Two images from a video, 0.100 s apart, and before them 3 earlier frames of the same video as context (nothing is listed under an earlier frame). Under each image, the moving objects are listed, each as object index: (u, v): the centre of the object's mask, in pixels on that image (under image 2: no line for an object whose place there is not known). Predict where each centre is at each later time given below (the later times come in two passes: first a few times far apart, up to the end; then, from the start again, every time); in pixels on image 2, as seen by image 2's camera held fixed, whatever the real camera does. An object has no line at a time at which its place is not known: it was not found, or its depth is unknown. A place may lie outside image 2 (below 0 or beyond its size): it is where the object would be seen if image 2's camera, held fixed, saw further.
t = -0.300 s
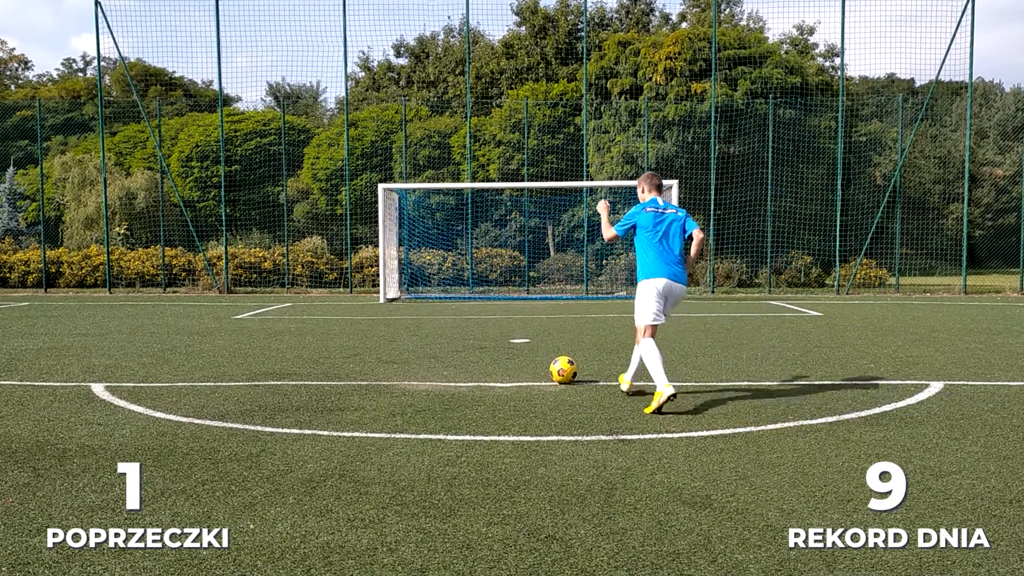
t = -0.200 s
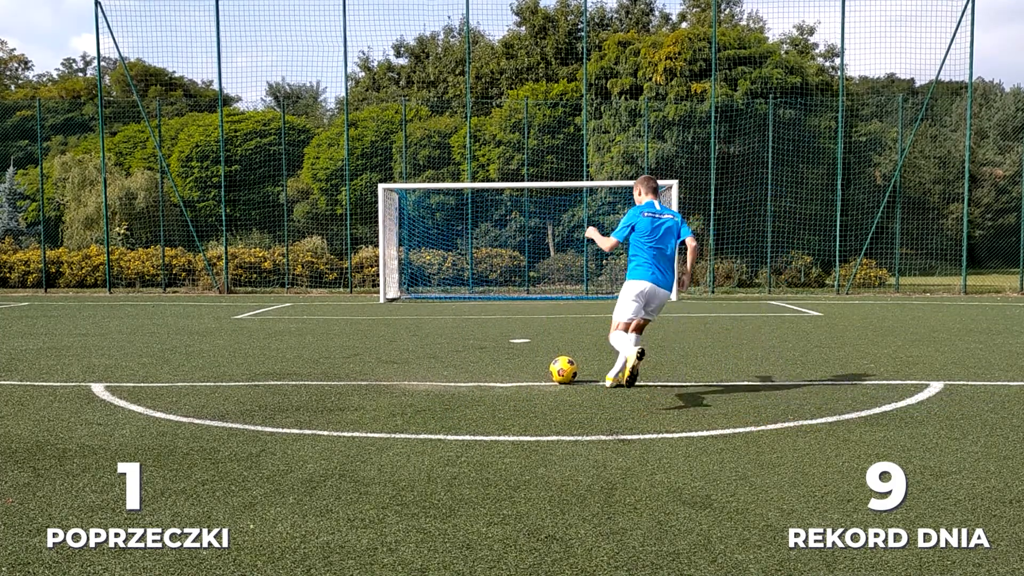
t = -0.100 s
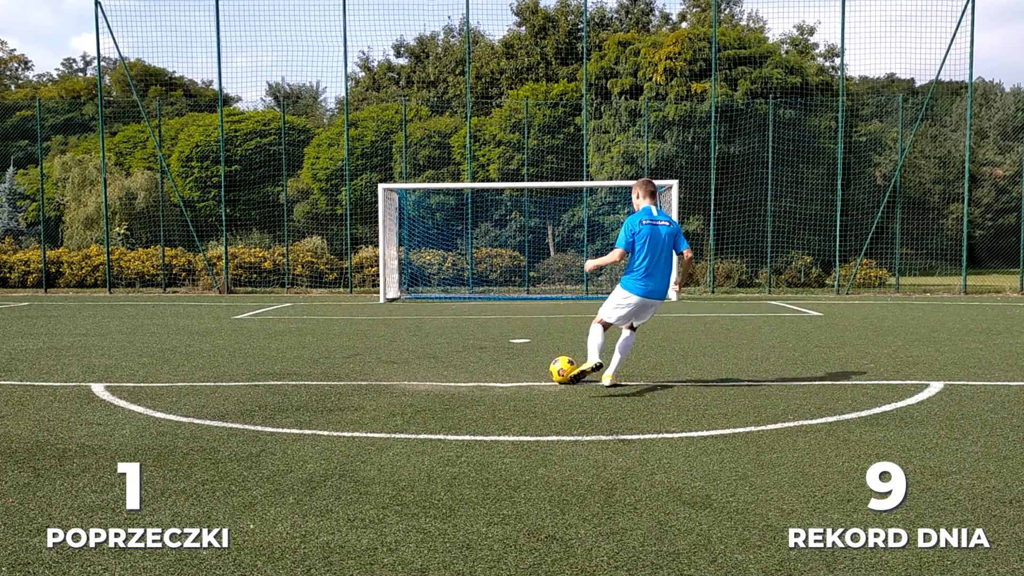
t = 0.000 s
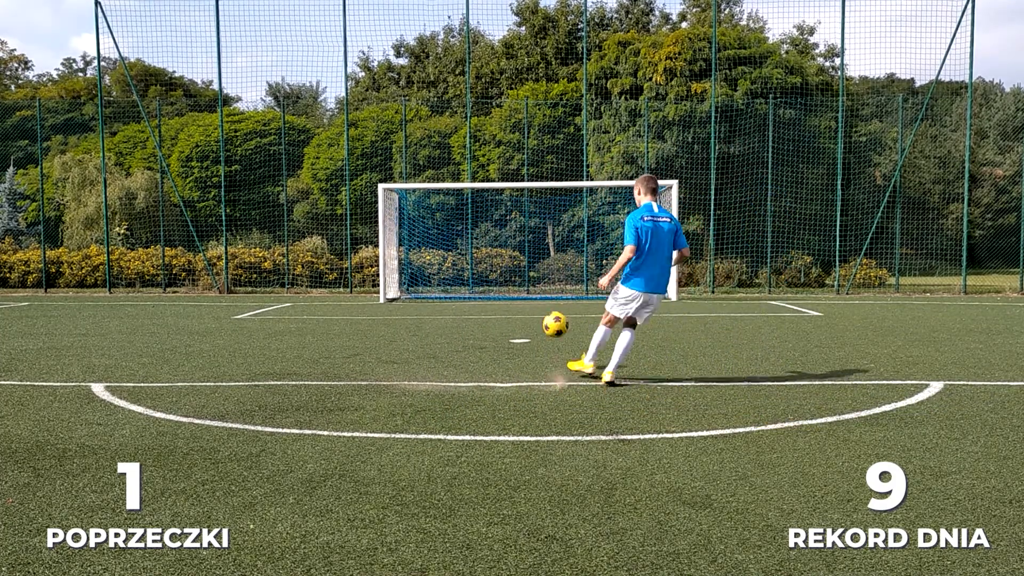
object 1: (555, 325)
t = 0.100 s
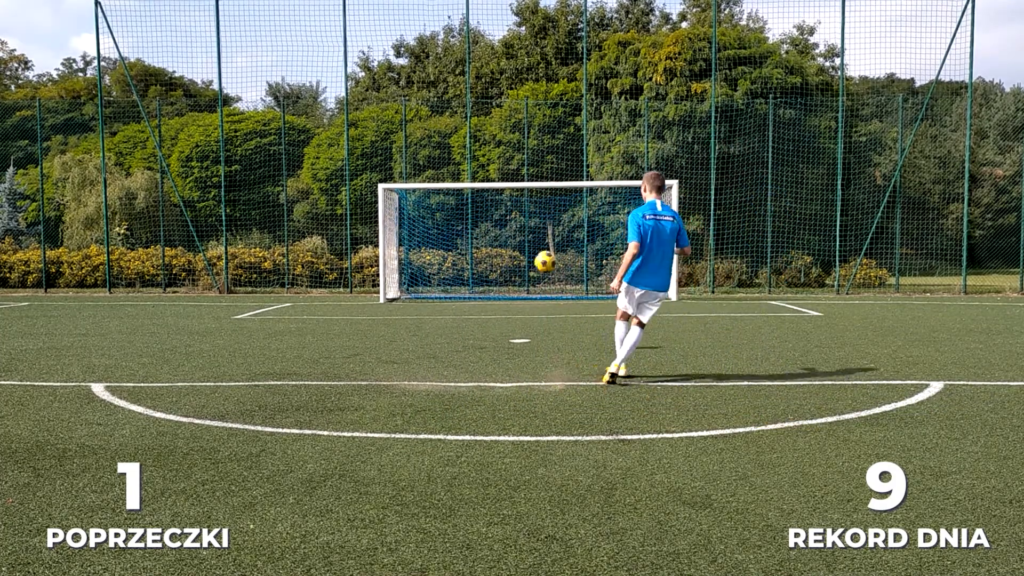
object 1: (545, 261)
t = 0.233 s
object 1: (537, 213)
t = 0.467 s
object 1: (531, 180)
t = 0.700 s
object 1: (531, 182)
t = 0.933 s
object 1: (524, 194)
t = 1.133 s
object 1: (516, 237)
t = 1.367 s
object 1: (505, 316)
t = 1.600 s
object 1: (494, 250)
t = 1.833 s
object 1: (480, 226)
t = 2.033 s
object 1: (466, 250)
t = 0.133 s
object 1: (543, 246)
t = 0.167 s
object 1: (540, 233)
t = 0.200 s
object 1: (539, 222)
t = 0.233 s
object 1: (537, 213)
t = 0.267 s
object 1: (536, 205)
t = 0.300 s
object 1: (535, 198)
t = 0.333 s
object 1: (534, 192)
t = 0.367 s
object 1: (533, 188)
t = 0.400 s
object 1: (532, 184)
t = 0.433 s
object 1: (532, 181)
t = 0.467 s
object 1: (531, 180)
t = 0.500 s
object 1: (531, 178)
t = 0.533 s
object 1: (531, 177)
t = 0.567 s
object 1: (531, 177)
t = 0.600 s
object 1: (531, 177)
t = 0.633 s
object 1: (531, 179)
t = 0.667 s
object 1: (530, 180)
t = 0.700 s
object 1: (531, 182)
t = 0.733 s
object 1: (530, 183)
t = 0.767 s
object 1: (529, 183)
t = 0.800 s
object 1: (528, 184)
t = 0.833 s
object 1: (527, 186)
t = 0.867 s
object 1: (526, 188)
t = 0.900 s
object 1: (525, 191)
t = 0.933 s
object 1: (524, 194)
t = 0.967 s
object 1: (523, 199)
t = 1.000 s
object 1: (522, 204)
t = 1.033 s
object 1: (520, 211)
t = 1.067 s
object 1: (519, 219)
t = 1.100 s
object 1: (518, 227)
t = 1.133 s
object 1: (516, 237)
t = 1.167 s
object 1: (515, 246)
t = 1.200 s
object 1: (513, 258)
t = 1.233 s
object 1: (512, 271)
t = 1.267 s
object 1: (510, 286)
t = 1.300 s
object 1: (508, 301)
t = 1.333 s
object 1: (506, 318)
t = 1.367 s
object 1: (505, 316)
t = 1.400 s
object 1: (503, 305)
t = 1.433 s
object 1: (502, 294)
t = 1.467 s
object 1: (501, 283)
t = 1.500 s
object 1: (499, 274)
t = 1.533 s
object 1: (497, 265)
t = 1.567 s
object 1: (496, 257)
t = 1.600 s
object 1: (494, 250)
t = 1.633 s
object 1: (492, 243)
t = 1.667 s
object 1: (490, 238)
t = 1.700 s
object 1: (488, 234)
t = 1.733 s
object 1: (487, 230)
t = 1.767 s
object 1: (484, 228)
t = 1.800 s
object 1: (482, 227)
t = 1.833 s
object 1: (480, 226)
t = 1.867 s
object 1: (478, 227)
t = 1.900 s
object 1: (475, 229)
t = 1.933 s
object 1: (473, 232)
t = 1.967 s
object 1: (471, 237)
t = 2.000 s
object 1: (468, 243)
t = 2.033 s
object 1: (466, 250)
